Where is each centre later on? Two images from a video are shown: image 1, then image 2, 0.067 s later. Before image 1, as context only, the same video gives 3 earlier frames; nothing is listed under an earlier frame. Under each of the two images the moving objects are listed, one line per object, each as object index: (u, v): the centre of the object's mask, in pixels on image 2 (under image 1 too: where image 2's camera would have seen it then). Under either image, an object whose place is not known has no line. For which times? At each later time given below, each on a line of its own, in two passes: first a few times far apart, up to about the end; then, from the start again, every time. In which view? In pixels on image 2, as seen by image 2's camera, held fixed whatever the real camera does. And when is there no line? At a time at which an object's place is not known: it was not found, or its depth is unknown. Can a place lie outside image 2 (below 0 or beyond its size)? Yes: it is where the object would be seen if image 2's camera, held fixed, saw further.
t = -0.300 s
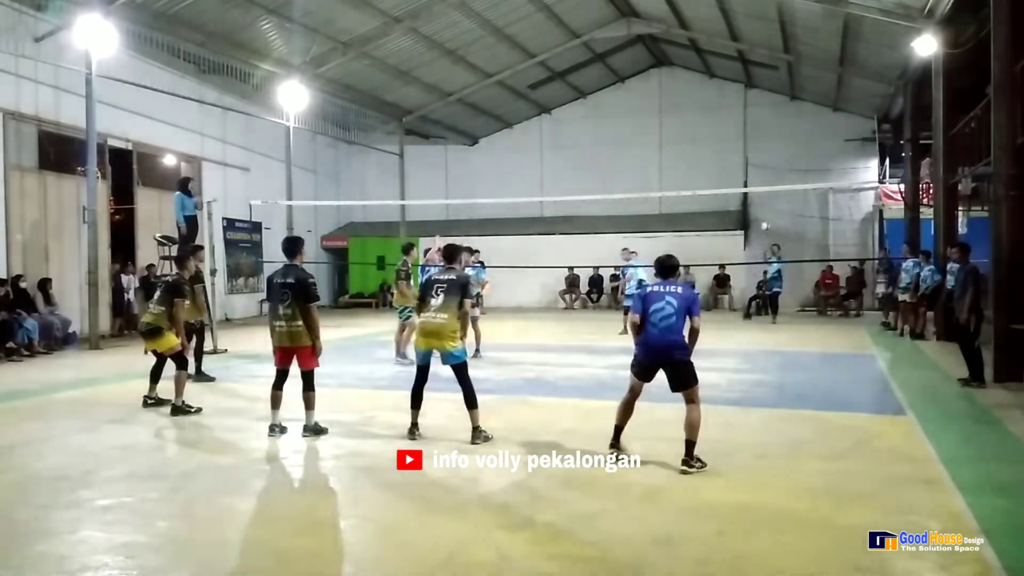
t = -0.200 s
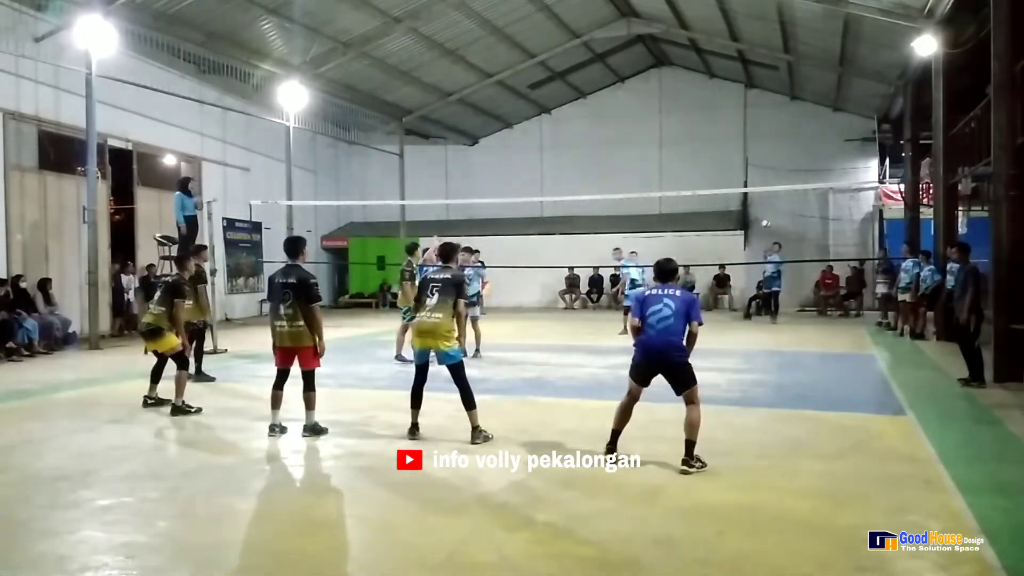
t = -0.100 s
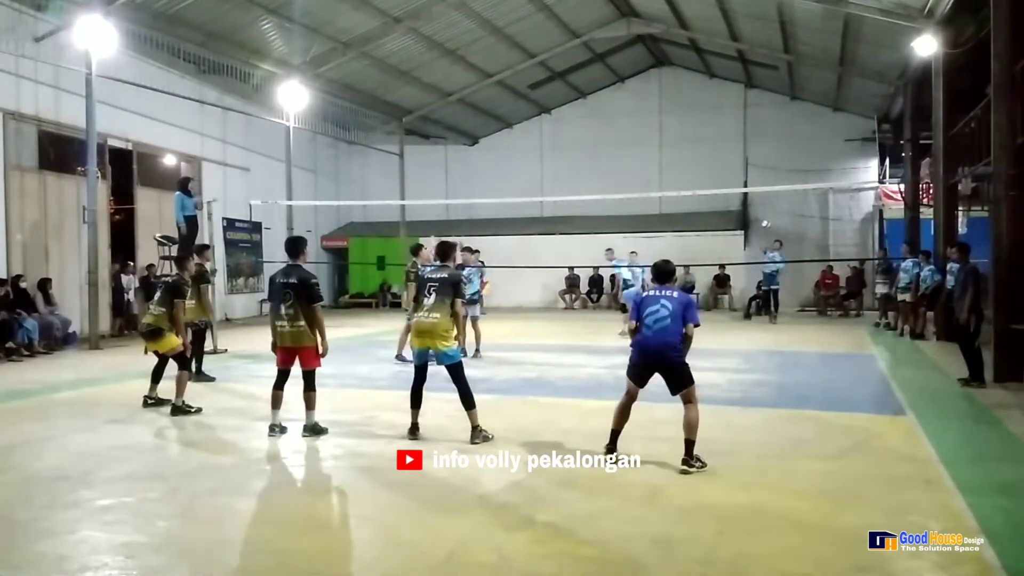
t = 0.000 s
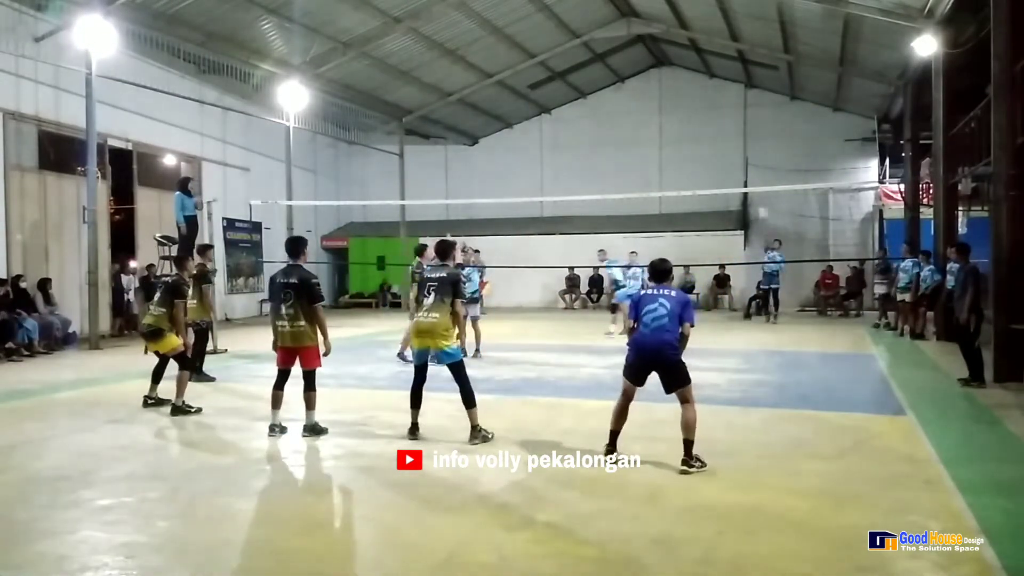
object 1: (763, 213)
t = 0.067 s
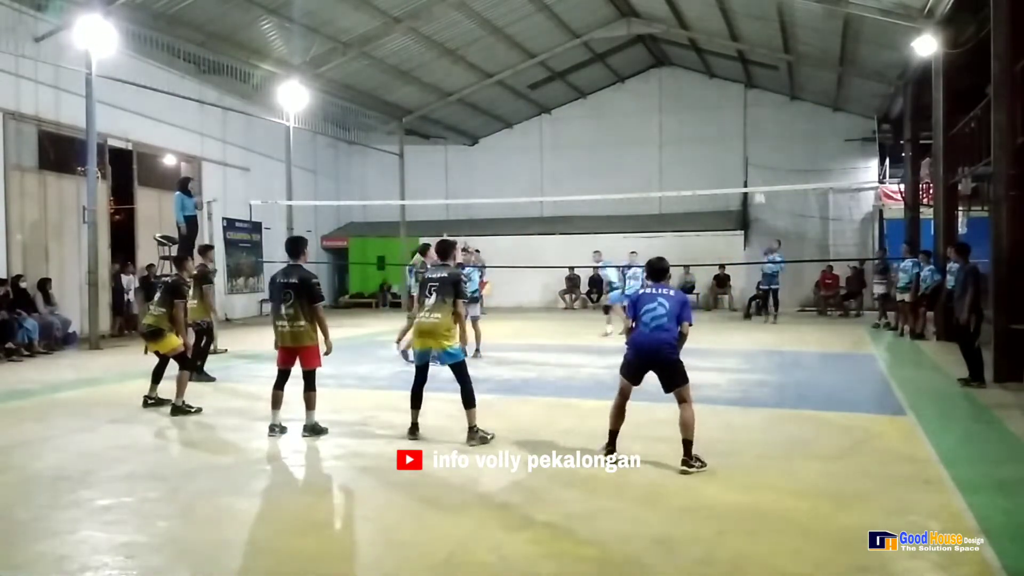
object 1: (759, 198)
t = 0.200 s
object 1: (751, 171)
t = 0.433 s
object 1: (734, 137)
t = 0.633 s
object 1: (721, 128)
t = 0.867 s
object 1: (710, 148)
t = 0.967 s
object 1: (703, 170)
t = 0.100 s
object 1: (757, 192)
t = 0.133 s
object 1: (756, 184)
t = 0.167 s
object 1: (754, 177)
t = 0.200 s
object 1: (751, 171)
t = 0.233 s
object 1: (749, 165)
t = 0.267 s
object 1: (746, 160)
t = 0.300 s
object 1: (744, 154)
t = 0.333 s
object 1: (742, 149)
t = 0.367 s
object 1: (739, 145)
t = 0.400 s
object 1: (736, 141)
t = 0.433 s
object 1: (734, 137)
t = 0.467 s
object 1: (732, 134)
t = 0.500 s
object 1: (729, 132)
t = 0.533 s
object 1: (727, 130)
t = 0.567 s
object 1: (725, 129)
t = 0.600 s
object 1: (723, 129)
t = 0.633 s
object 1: (721, 128)
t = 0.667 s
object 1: (719, 129)
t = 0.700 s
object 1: (717, 131)
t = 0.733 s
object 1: (716, 132)
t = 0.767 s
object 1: (714, 135)
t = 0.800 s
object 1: (712, 138)
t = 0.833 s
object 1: (711, 142)
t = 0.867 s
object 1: (710, 148)
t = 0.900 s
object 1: (707, 154)
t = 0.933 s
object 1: (705, 161)
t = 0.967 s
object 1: (703, 170)
